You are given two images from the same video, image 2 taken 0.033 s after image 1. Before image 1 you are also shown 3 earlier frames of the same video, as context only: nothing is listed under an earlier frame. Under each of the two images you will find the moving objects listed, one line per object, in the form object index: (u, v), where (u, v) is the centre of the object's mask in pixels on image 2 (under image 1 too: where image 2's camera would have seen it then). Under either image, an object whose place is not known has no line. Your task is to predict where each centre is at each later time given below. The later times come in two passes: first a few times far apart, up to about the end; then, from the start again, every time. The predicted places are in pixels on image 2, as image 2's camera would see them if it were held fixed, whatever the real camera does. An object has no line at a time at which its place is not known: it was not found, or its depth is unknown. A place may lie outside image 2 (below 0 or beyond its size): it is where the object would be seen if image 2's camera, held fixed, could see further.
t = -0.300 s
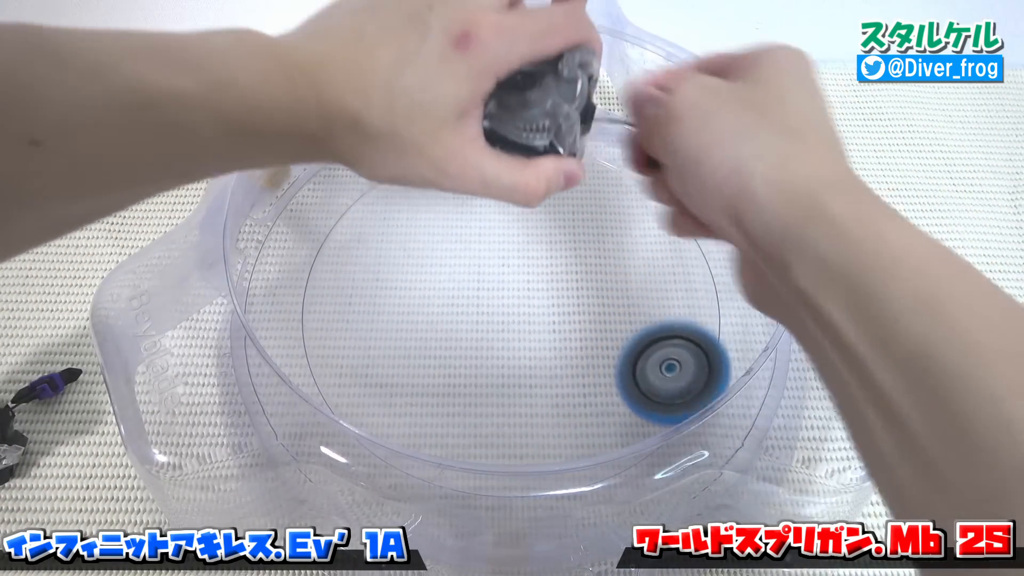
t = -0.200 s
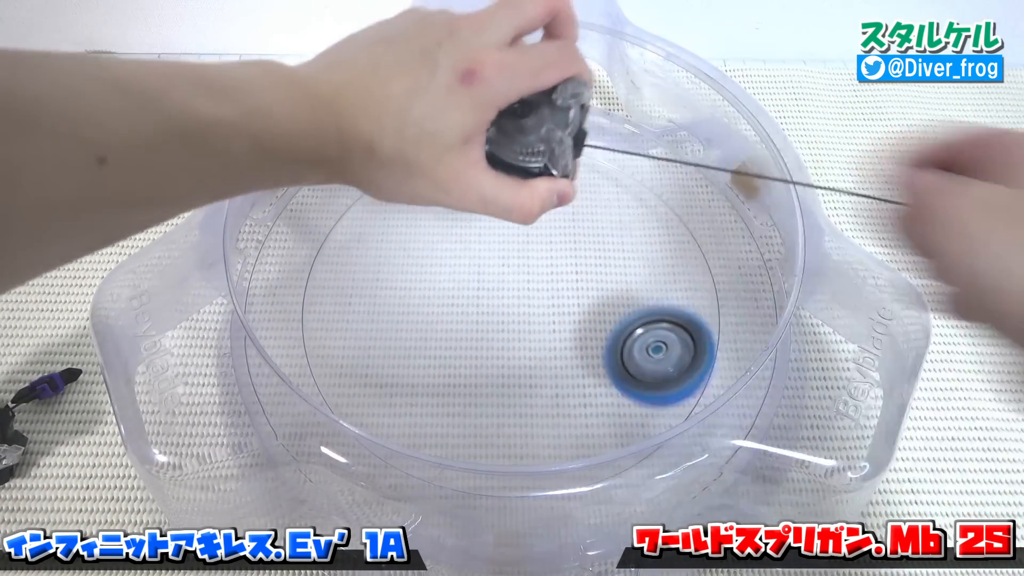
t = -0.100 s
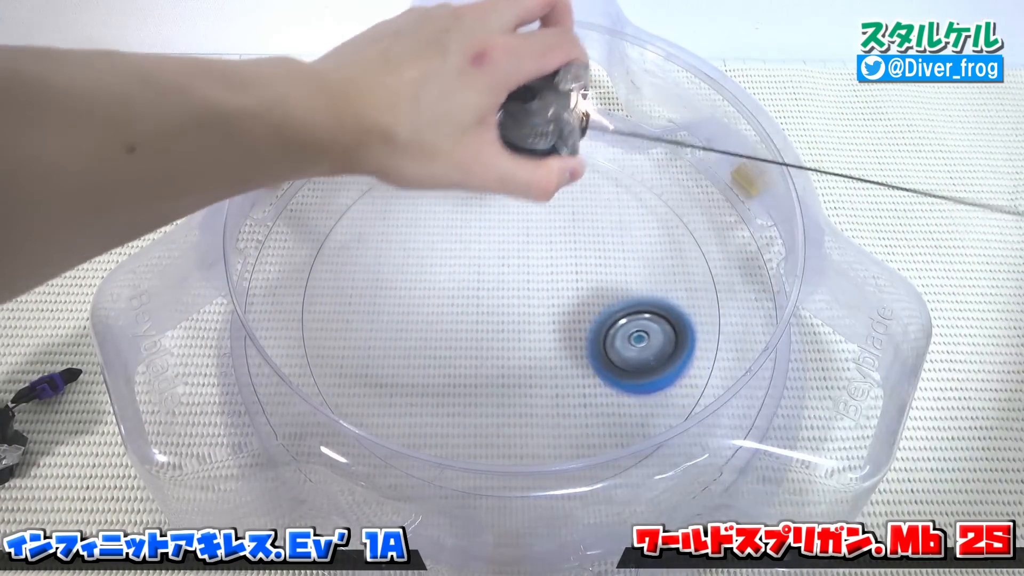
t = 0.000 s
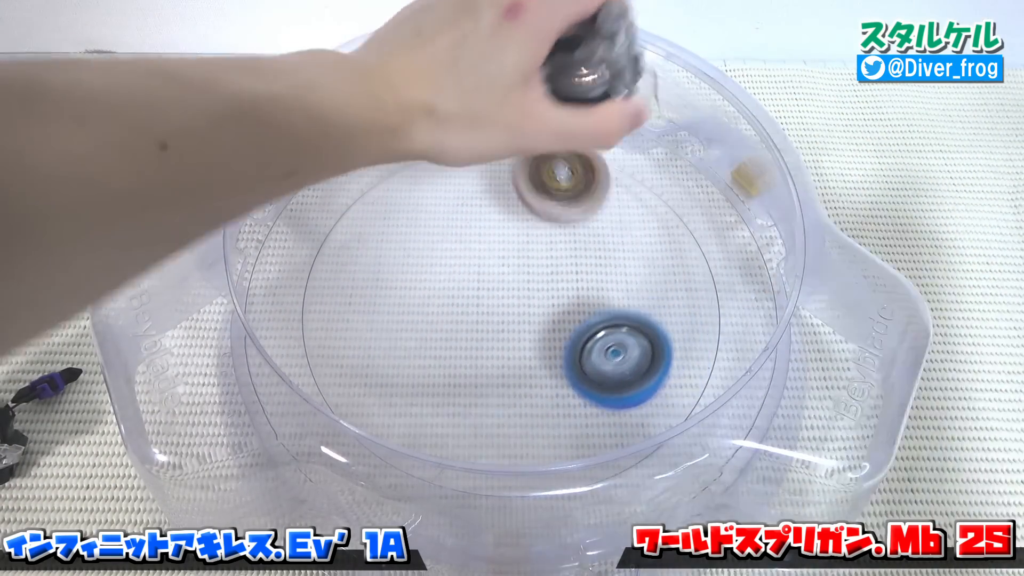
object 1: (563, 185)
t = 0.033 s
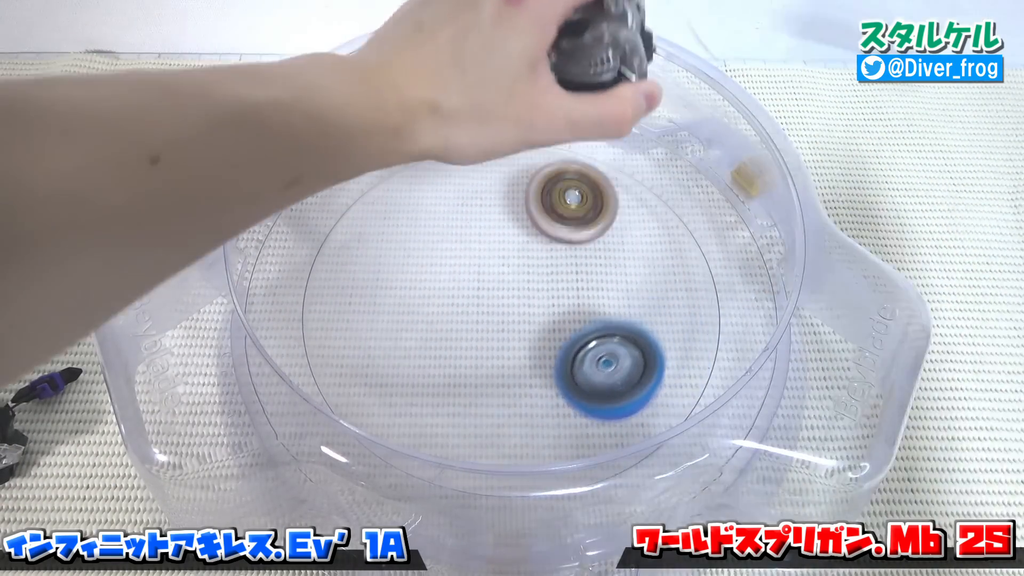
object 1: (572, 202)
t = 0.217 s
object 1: (565, 255)
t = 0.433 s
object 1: (549, 286)
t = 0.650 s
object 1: (568, 226)
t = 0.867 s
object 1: (491, 205)
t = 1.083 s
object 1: (475, 295)
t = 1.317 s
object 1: (545, 126)
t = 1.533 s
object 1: (513, 215)
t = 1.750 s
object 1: (570, 142)
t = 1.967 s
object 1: (517, 214)
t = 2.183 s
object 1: (547, 265)
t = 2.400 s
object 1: (612, 276)
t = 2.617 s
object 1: (630, 267)
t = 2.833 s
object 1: (623, 268)
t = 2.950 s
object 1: (610, 274)
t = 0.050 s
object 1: (572, 199)
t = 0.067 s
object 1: (573, 198)
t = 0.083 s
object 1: (574, 200)
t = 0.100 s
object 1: (573, 205)
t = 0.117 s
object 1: (573, 214)
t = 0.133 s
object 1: (572, 226)
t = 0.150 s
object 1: (571, 240)
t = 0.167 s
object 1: (569, 246)
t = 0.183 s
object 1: (569, 247)
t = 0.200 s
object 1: (567, 249)
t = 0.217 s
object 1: (565, 255)
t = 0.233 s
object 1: (562, 264)
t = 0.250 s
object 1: (560, 269)
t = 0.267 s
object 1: (559, 271)
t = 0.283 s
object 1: (556, 276)
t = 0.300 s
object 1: (554, 279)
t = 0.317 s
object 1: (552, 282)
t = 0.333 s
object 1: (551, 284)
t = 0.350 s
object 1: (550, 286)
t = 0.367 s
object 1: (549, 288)
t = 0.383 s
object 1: (548, 288)
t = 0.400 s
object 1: (548, 288)
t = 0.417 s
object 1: (548, 287)
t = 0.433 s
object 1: (549, 286)
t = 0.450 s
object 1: (550, 284)
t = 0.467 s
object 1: (551, 282)
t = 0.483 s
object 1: (553, 278)
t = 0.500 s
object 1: (555, 275)
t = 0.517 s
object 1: (557, 271)
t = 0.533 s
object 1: (559, 267)
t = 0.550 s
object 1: (562, 262)
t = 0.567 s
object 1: (564, 256)
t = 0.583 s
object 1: (566, 250)
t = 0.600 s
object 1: (568, 245)
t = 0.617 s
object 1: (568, 239)
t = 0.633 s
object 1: (569, 232)
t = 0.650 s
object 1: (568, 226)
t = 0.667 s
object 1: (566, 220)
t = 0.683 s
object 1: (563, 214)
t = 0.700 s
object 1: (560, 209)
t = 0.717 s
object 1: (556, 205)
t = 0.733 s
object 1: (550, 200)
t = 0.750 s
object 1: (544, 198)
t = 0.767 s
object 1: (538, 196)
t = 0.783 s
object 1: (530, 195)
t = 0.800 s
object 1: (522, 195)
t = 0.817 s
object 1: (515, 196)
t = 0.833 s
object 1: (507, 198)
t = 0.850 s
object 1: (499, 201)
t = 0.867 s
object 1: (491, 205)
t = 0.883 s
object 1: (484, 211)
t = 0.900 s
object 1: (476, 218)
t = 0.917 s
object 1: (470, 226)
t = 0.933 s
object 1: (465, 234)
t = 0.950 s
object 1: (461, 242)
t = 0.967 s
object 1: (457, 251)
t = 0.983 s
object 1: (456, 259)
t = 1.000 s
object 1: (455, 267)
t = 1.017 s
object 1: (457, 276)
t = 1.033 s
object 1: (459, 284)
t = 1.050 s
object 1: (463, 292)
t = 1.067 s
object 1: (468, 300)
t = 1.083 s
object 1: (475, 295)
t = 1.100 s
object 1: (483, 267)
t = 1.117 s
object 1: (490, 244)
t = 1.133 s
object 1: (499, 224)
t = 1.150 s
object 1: (506, 207)
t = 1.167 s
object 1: (513, 187)
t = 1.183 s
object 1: (521, 171)
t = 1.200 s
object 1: (526, 158)
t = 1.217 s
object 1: (530, 143)
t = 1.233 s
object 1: (534, 132)
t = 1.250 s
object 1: (538, 124)
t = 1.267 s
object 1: (540, 120)
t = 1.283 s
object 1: (542, 119)
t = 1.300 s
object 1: (543, 121)
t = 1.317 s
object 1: (545, 126)
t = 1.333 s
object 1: (544, 128)
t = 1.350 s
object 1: (544, 132)
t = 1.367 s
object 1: (543, 138)
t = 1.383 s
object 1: (542, 148)
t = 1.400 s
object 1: (541, 151)
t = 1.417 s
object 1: (539, 159)
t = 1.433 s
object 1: (537, 166)
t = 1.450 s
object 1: (534, 174)
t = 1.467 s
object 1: (530, 182)
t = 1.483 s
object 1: (526, 190)
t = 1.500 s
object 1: (522, 199)
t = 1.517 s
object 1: (517, 208)
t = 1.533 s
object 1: (513, 215)
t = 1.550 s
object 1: (523, 205)
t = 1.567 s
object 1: (533, 194)
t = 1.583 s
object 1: (544, 185)
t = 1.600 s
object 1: (552, 173)
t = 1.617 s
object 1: (561, 163)
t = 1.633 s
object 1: (566, 153)
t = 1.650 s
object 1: (571, 146)
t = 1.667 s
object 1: (574, 138)
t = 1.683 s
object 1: (574, 134)
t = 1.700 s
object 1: (575, 133)
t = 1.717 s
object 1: (574, 135)
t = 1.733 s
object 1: (572, 137)
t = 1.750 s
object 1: (570, 142)
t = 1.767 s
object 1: (566, 149)
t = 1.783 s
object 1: (562, 153)
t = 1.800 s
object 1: (558, 159)
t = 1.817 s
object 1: (553, 165)
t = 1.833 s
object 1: (548, 171)
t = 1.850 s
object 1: (543, 177)
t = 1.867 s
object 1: (538, 182)
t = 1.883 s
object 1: (534, 188)
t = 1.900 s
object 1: (530, 193)
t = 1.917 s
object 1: (526, 199)
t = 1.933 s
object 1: (522, 204)
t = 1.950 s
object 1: (520, 209)
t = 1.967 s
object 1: (517, 214)
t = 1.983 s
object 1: (516, 219)
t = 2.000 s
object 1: (515, 223)
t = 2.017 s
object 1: (516, 228)
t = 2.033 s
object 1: (516, 232)
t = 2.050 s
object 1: (517, 237)
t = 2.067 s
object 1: (519, 241)
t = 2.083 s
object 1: (521, 246)
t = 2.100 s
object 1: (524, 249)
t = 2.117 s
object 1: (528, 253)
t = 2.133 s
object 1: (532, 256)
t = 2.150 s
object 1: (537, 259)
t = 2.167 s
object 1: (542, 262)
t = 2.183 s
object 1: (547, 265)
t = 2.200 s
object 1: (553, 268)
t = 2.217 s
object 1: (558, 271)
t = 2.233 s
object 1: (564, 273)
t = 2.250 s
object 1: (570, 276)
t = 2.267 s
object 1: (577, 277)
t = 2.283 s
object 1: (582, 279)
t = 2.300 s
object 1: (588, 279)
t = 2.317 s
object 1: (593, 280)
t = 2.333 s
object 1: (598, 280)
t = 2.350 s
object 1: (602, 279)
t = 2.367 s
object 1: (606, 279)
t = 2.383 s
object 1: (610, 278)
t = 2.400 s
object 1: (612, 276)
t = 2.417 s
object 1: (614, 275)
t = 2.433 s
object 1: (617, 274)
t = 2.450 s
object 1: (619, 273)
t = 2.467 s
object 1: (620, 272)
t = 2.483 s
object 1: (622, 271)
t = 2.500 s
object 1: (623, 270)
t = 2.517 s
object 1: (625, 270)
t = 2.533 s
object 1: (626, 269)
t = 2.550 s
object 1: (627, 268)
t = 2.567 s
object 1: (628, 268)
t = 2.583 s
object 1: (629, 268)
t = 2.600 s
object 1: (629, 268)
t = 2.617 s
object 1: (630, 267)
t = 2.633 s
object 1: (630, 267)
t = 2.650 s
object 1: (630, 267)
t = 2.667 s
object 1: (629, 267)
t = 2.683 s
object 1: (629, 267)
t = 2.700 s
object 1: (629, 267)
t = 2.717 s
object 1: (628, 267)
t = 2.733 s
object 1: (628, 267)
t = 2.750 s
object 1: (627, 267)
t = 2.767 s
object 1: (626, 268)
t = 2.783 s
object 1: (626, 268)
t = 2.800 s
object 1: (625, 268)
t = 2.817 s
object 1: (624, 268)
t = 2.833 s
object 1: (623, 268)
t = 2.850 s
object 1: (622, 269)
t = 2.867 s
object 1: (620, 269)
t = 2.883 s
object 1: (618, 270)
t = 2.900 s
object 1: (617, 271)
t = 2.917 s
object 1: (615, 272)
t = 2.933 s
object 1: (613, 273)
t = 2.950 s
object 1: (610, 274)
